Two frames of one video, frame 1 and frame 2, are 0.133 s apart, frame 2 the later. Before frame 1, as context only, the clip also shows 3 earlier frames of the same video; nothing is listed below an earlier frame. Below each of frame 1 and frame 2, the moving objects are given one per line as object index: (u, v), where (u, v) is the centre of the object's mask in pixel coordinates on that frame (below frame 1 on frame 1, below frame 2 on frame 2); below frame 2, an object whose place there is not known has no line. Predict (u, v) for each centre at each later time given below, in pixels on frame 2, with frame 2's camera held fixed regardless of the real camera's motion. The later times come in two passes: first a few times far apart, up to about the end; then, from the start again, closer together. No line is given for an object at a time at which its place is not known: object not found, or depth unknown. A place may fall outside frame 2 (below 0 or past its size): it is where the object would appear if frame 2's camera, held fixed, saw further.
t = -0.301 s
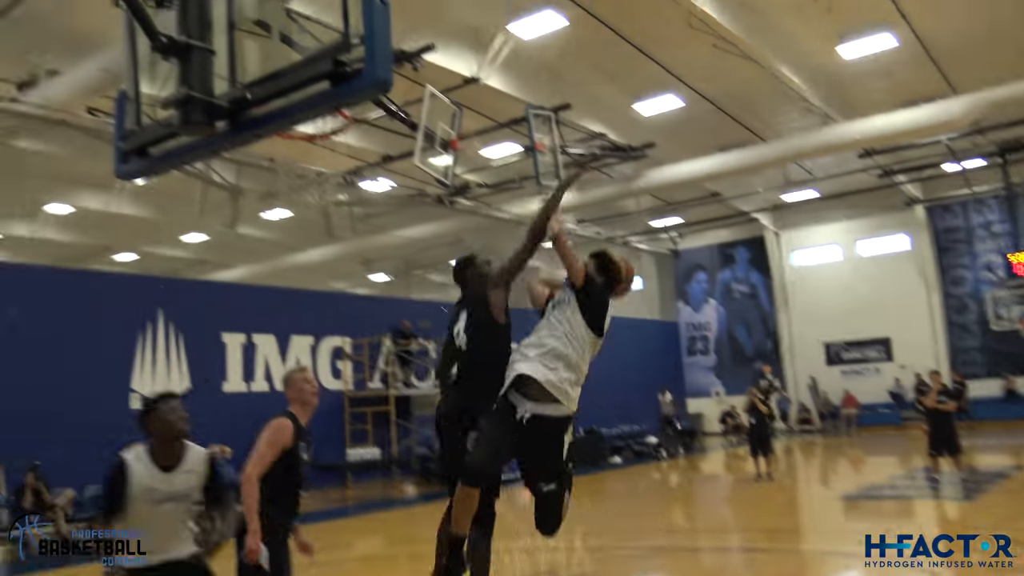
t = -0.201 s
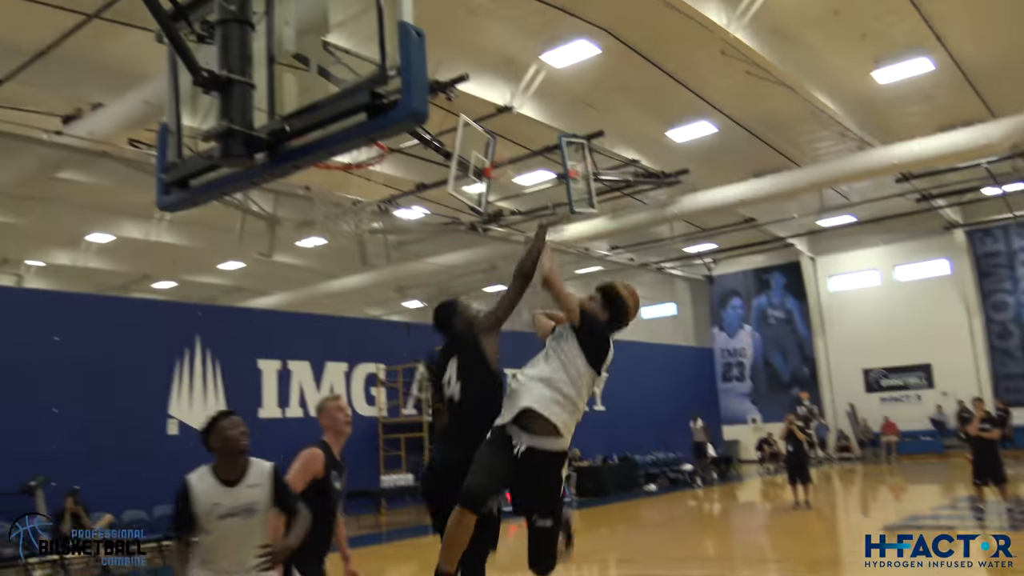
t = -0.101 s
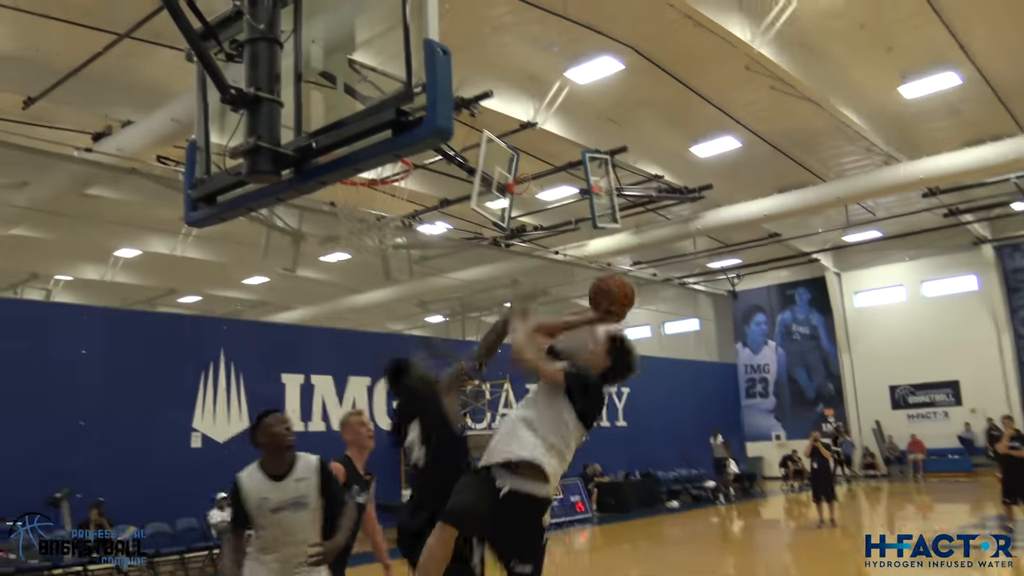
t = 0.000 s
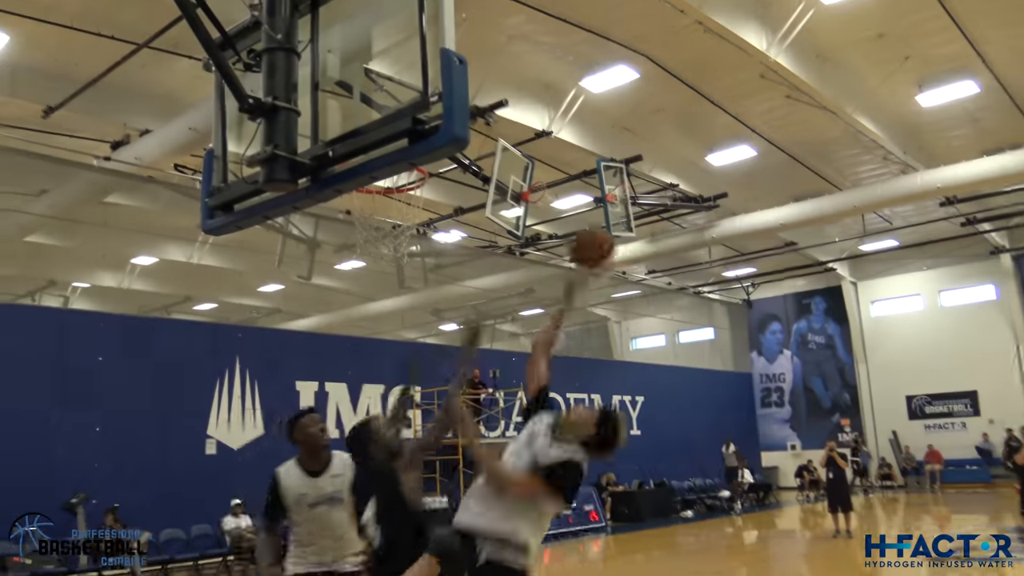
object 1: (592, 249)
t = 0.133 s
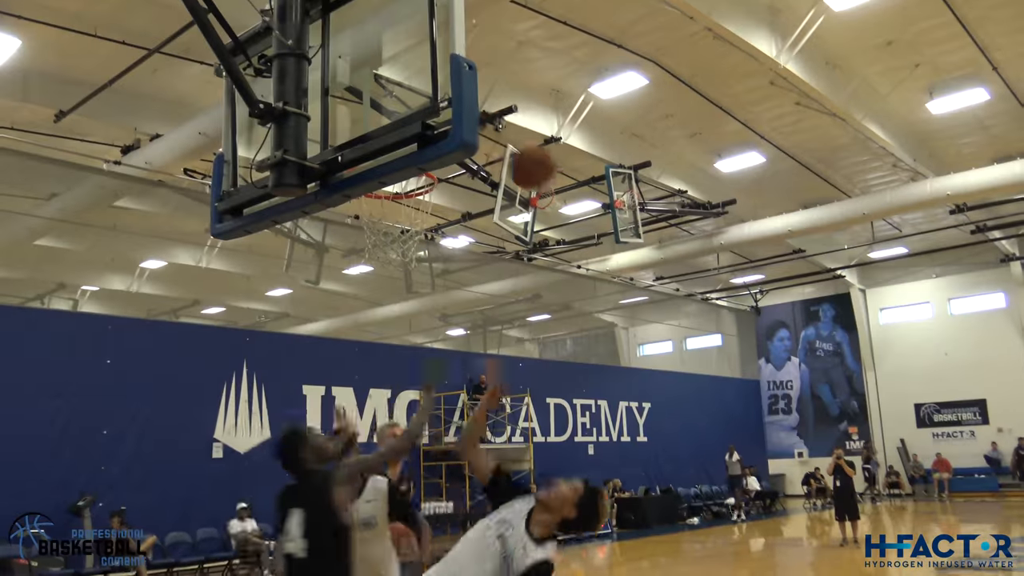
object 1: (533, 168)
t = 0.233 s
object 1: (490, 120)
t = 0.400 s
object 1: (394, 85)
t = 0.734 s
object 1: (388, 203)
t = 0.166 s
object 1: (514, 150)
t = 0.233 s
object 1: (490, 120)
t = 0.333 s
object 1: (425, 86)
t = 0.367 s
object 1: (410, 85)
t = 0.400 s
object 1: (394, 85)
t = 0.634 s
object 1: (415, 183)
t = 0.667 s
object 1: (411, 191)
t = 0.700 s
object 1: (401, 196)
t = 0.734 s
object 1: (388, 203)
